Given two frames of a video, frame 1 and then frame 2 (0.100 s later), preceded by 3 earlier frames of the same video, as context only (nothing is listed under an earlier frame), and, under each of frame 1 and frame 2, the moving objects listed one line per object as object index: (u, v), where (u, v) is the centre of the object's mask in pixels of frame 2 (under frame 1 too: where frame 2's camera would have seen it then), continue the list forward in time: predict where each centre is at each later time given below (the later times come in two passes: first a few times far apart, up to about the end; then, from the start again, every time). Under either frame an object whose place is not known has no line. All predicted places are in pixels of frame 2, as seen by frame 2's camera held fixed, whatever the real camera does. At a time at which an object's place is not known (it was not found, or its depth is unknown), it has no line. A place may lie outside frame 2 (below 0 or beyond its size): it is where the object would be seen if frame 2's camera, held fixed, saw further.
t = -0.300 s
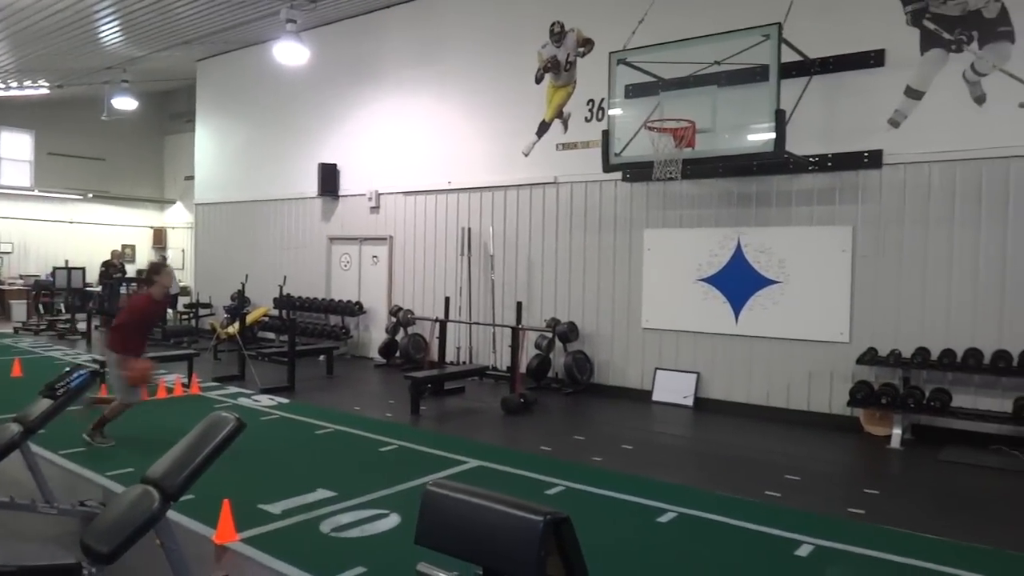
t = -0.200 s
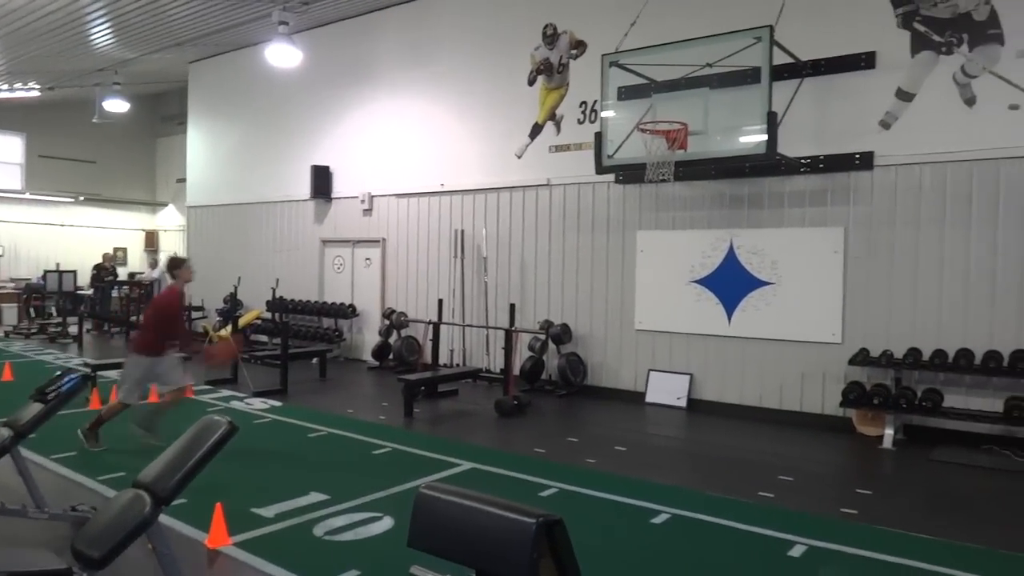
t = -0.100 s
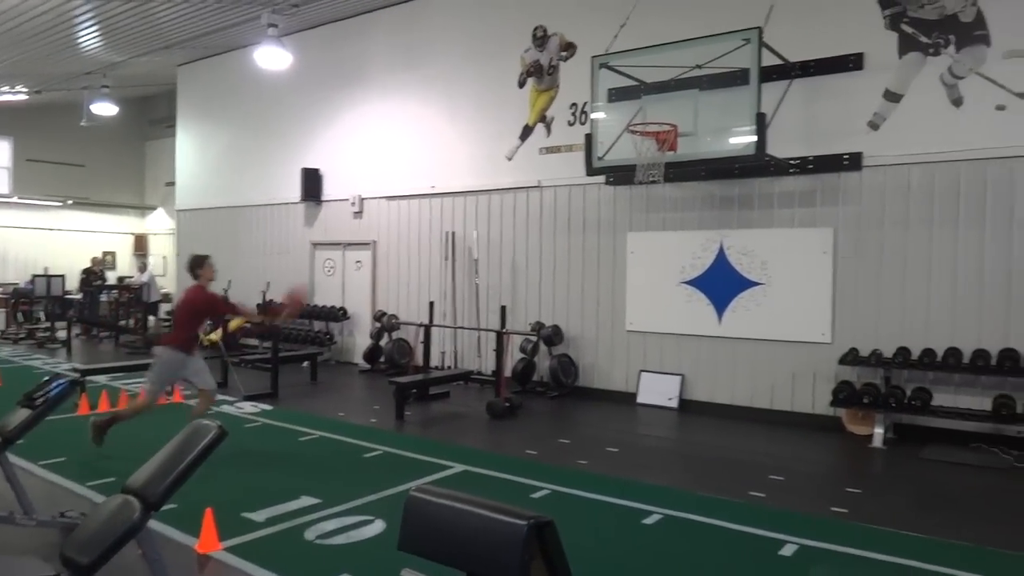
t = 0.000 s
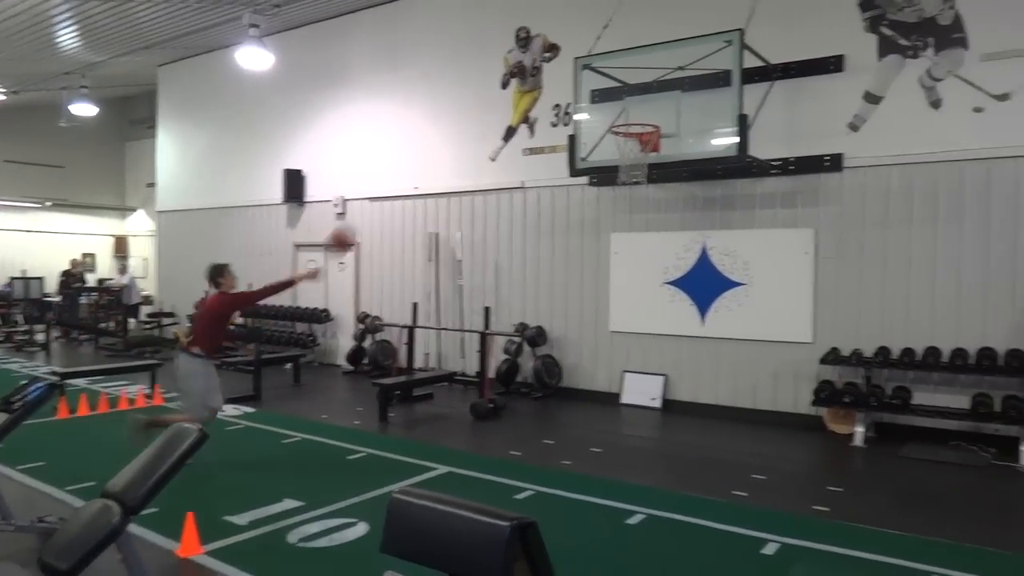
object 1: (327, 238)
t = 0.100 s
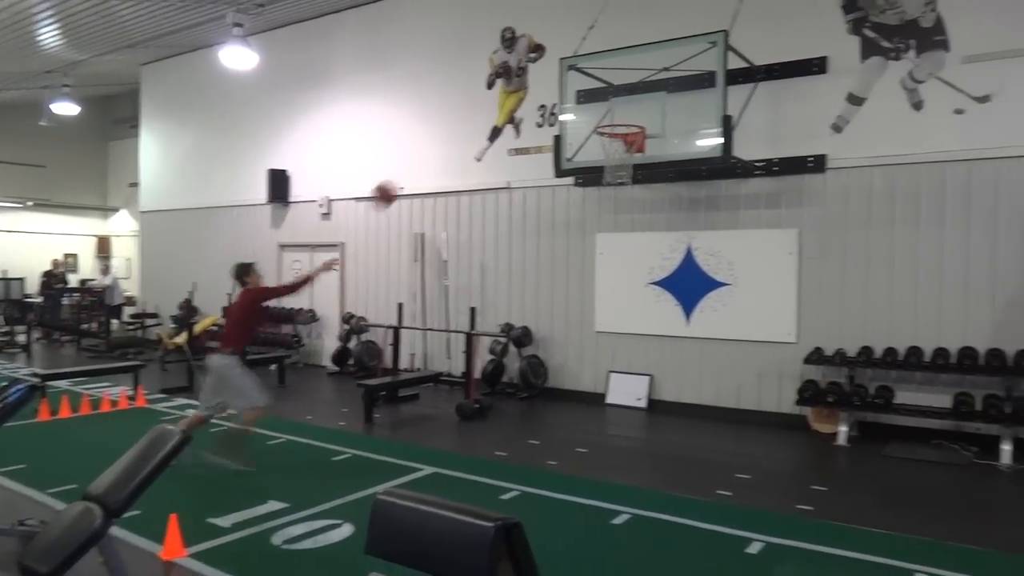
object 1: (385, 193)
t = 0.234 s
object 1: (457, 151)
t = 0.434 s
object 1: (555, 125)
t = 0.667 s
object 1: (596, 115)
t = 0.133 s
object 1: (405, 179)
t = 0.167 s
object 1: (423, 168)
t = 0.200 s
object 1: (439, 159)
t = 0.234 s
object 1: (457, 151)
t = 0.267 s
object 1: (473, 143)
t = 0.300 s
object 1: (489, 138)
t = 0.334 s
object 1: (510, 131)
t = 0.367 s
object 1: (524, 128)
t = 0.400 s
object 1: (539, 126)
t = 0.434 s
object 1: (555, 125)
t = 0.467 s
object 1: (573, 124)
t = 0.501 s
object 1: (587, 123)
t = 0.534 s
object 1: (599, 124)
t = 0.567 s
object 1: (598, 122)
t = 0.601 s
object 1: (597, 120)
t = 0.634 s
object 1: (596, 117)
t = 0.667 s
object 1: (596, 115)
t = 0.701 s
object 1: (595, 114)
